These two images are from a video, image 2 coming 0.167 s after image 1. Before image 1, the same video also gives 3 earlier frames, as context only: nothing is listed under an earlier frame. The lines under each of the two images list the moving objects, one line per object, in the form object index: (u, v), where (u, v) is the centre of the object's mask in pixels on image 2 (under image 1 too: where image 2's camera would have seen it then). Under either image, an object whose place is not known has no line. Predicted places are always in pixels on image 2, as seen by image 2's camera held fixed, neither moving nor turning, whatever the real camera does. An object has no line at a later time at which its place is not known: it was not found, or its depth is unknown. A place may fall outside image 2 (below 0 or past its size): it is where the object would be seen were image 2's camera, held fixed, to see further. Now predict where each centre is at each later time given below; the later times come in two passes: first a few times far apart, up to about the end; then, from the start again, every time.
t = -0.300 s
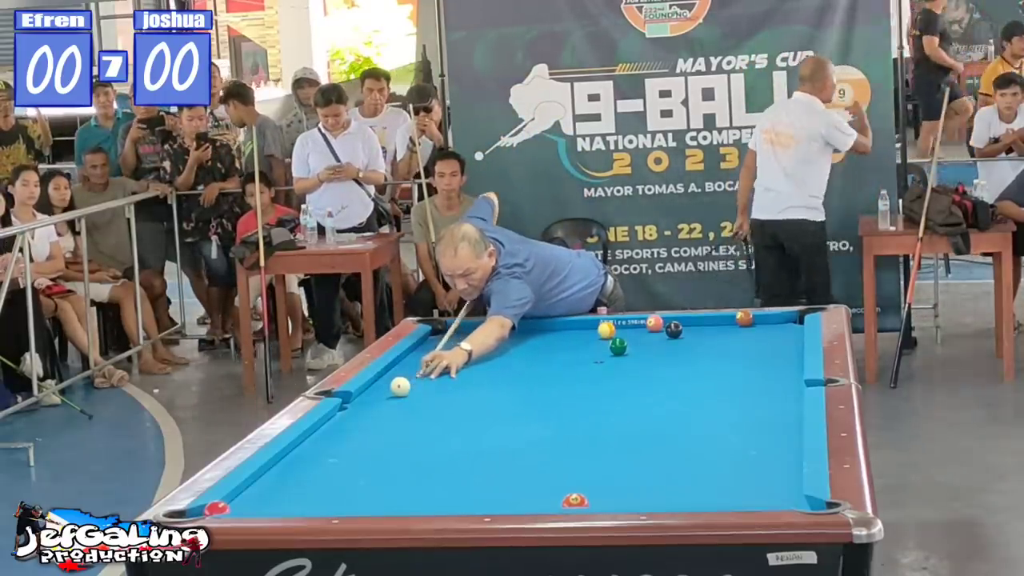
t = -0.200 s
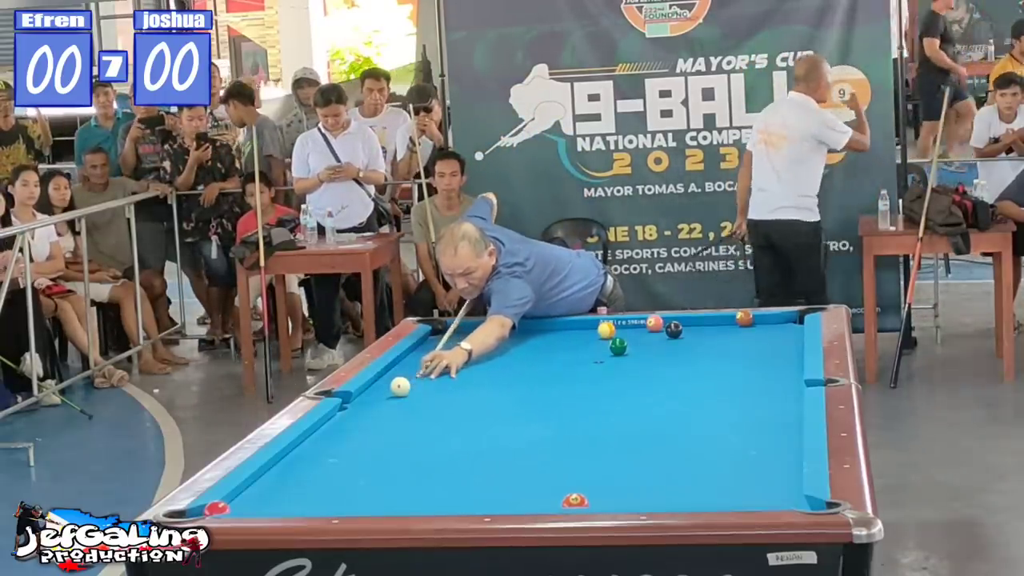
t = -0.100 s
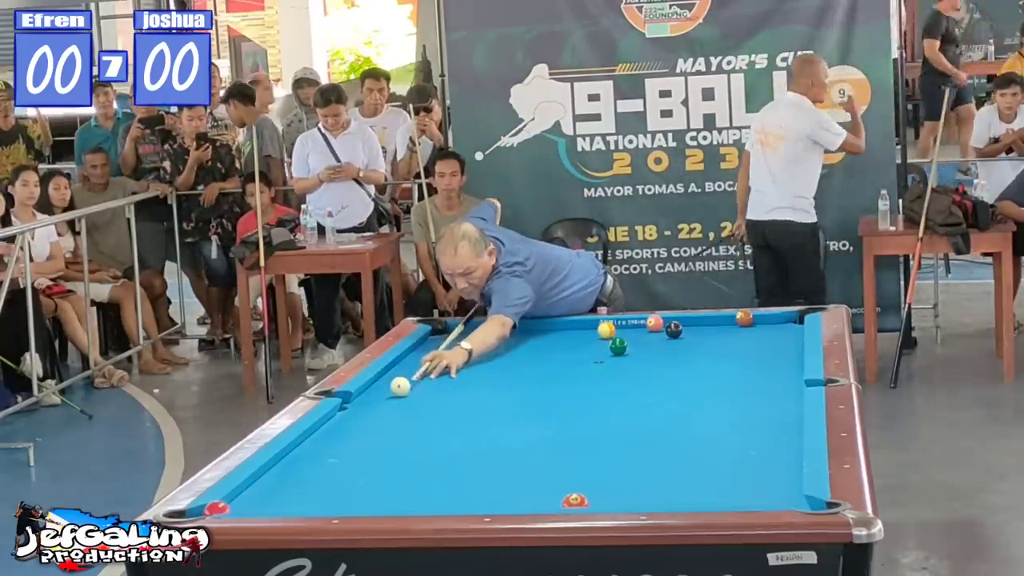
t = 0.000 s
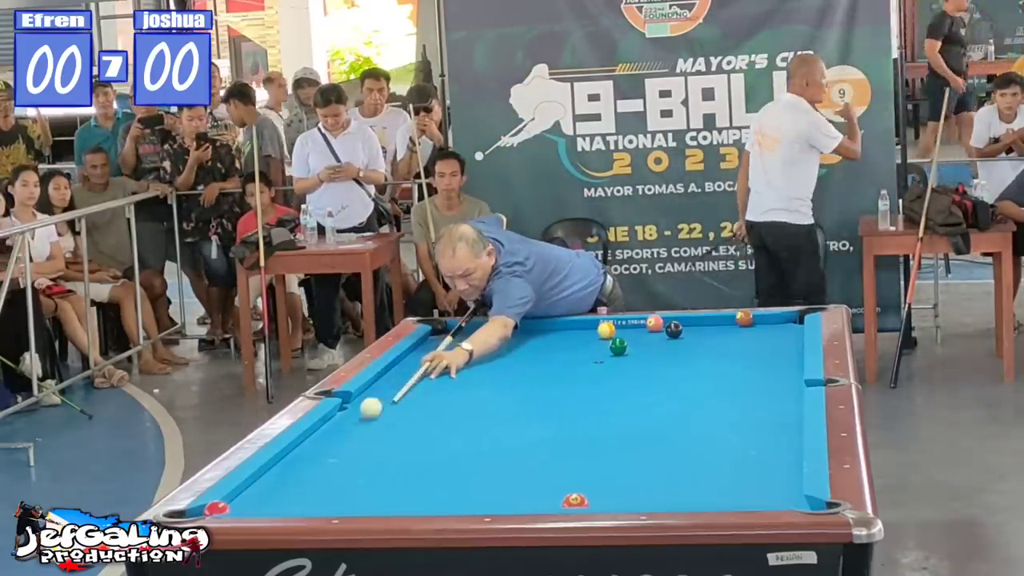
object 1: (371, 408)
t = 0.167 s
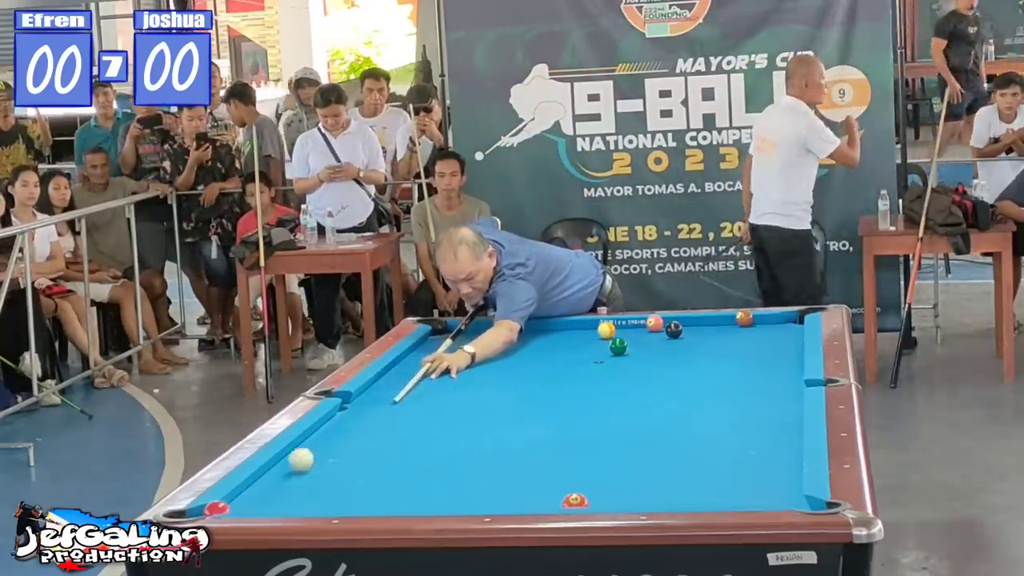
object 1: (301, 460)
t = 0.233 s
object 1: (270, 484)
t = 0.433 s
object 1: (320, 503)
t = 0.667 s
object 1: (458, 492)
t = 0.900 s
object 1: (586, 479)
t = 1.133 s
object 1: (708, 466)
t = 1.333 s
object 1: (782, 455)
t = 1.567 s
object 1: (719, 442)
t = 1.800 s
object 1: (669, 430)
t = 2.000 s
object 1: (630, 421)
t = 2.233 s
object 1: (587, 410)
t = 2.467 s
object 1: (549, 401)
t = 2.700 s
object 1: (514, 393)
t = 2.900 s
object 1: (486, 386)
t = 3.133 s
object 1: (455, 378)
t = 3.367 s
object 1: (427, 371)
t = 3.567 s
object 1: (405, 366)
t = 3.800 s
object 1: (415, 360)
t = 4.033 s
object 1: (434, 357)
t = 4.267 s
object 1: (452, 352)
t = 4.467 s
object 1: (466, 350)
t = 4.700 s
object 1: (482, 346)
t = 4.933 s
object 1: (496, 343)
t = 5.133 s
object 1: (507, 340)
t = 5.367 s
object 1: (519, 337)
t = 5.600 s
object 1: (530, 335)
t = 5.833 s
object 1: (540, 333)
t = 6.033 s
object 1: (548, 331)
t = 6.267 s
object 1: (556, 329)
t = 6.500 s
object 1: (563, 327)
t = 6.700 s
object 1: (568, 326)
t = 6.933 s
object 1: (573, 325)
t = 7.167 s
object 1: (578, 323)
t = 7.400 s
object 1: (580, 323)
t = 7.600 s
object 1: (580, 323)
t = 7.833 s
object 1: (580, 324)
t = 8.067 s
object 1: (580, 324)
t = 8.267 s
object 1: (580, 324)
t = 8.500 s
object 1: (580, 324)
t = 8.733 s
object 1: (580, 324)
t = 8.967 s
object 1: (580, 324)
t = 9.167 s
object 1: (580, 324)
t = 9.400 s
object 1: (580, 324)
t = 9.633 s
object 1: (580, 324)
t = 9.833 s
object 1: (580, 324)
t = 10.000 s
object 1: (580, 324)
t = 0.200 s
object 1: (286, 472)
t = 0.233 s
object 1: (270, 484)
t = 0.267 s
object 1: (254, 496)
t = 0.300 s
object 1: (240, 504)
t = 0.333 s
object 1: (254, 506)
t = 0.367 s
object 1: (275, 506)
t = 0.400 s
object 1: (298, 504)
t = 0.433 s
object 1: (320, 503)
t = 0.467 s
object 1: (342, 501)
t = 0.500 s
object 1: (363, 500)
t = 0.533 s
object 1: (382, 498)
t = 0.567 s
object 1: (401, 496)
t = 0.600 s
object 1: (420, 495)
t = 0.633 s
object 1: (439, 494)
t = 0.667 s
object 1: (458, 492)
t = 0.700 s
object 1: (476, 490)
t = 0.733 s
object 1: (495, 488)
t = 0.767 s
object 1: (513, 486)
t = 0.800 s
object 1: (532, 484)
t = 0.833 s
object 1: (550, 482)
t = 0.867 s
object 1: (568, 480)
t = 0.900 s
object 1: (586, 479)
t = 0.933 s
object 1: (603, 477)
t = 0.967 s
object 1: (621, 475)
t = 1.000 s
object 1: (639, 473)
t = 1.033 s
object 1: (656, 471)
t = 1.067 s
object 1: (673, 469)
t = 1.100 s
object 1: (691, 467)
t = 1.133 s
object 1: (708, 466)
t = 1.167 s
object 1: (725, 464)
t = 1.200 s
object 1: (741, 462)
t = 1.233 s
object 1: (758, 461)
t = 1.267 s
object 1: (775, 459)
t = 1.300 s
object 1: (791, 457)
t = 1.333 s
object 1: (782, 455)
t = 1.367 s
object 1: (771, 453)
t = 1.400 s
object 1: (760, 451)
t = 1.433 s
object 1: (750, 449)
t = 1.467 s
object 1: (742, 447)
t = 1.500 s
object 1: (734, 446)
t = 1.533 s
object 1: (726, 444)
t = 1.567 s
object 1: (719, 442)
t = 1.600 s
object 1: (711, 440)
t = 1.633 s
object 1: (704, 438)
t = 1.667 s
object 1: (697, 437)
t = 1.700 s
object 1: (690, 435)
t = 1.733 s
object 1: (683, 433)
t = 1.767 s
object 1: (676, 432)
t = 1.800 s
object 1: (669, 430)
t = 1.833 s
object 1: (662, 429)
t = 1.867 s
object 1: (656, 427)
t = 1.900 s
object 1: (649, 425)
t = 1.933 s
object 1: (643, 424)
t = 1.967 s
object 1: (636, 422)
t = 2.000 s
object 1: (630, 421)
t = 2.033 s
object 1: (624, 419)
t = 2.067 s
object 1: (618, 417)
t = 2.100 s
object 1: (611, 416)
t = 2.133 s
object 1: (606, 415)
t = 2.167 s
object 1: (599, 413)
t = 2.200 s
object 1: (593, 412)
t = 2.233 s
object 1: (587, 410)
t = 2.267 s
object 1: (582, 409)
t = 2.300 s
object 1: (576, 407)
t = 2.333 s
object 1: (571, 406)
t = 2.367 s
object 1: (565, 405)
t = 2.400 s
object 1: (560, 404)
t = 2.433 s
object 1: (554, 402)
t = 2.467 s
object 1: (549, 401)
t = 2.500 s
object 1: (544, 400)
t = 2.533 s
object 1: (539, 399)
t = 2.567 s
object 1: (534, 397)
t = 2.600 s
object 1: (529, 396)
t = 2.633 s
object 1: (524, 395)
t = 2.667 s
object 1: (519, 393)
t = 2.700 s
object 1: (514, 393)
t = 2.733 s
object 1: (509, 391)
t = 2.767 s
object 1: (504, 390)
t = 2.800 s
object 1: (500, 389)
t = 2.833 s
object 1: (495, 388)
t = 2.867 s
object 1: (490, 387)
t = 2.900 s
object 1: (486, 386)
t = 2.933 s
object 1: (481, 385)
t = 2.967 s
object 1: (477, 383)
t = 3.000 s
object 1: (472, 382)
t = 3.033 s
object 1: (468, 381)
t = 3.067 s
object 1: (464, 380)
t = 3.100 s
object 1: (460, 379)
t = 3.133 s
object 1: (455, 378)
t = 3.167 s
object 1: (451, 377)
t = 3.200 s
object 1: (447, 376)
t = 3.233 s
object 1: (443, 375)
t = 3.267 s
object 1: (439, 374)
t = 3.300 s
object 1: (435, 373)
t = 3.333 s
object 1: (431, 372)
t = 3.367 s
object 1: (427, 371)
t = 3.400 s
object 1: (424, 370)
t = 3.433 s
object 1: (420, 369)
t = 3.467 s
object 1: (416, 368)
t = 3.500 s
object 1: (413, 368)
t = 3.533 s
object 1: (409, 367)
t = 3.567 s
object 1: (405, 366)
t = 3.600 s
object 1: (401, 365)
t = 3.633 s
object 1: (399, 364)
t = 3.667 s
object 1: (402, 363)
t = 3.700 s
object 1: (406, 362)
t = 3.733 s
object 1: (409, 362)
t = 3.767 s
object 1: (412, 361)
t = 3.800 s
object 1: (415, 360)
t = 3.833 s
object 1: (417, 360)
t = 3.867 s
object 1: (420, 359)
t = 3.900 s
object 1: (423, 359)
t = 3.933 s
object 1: (426, 358)
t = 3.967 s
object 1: (428, 358)
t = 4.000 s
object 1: (431, 357)
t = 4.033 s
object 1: (434, 357)
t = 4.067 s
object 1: (437, 356)
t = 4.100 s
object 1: (439, 355)
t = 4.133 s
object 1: (441, 355)
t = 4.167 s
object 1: (444, 354)
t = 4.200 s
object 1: (447, 353)
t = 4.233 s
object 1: (449, 353)
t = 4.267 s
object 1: (452, 352)
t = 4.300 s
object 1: (454, 352)
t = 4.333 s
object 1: (456, 352)
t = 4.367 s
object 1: (459, 351)
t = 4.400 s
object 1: (461, 350)
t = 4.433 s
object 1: (463, 350)
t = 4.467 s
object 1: (466, 350)
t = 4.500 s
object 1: (468, 349)
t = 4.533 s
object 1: (470, 348)
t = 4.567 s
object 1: (473, 348)
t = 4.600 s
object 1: (475, 347)
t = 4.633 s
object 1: (477, 347)
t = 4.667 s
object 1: (479, 346)
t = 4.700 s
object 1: (482, 346)
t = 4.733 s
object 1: (484, 345)
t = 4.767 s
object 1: (486, 345)
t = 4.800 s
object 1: (488, 344)
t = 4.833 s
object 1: (490, 344)
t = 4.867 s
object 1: (492, 343)
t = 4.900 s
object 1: (494, 343)
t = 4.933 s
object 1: (496, 343)
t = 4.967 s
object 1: (497, 342)
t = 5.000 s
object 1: (499, 342)
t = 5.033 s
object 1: (502, 341)
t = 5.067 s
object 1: (503, 341)
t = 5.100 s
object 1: (505, 340)
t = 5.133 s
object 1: (507, 340)
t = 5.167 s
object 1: (509, 340)
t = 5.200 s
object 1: (511, 339)
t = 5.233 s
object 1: (512, 339)
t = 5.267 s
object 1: (514, 339)
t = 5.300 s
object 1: (516, 338)
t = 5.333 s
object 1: (517, 338)
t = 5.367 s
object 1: (519, 337)
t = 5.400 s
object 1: (521, 337)
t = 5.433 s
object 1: (522, 337)
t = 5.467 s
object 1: (524, 336)
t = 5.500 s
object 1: (525, 336)
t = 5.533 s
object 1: (527, 336)
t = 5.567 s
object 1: (528, 335)
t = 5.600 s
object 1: (530, 335)
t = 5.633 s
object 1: (531, 335)
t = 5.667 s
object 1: (533, 334)
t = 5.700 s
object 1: (534, 334)
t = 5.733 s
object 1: (536, 334)
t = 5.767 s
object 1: (537, 333)
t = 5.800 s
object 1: (538, 333)
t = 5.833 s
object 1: (540, 333)
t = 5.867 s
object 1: (541, 332)
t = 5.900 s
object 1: (542, 332)
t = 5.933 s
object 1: (544, 331)
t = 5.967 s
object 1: (545, 331)
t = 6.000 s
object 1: (546, 331)
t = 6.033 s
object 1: (548, 331)
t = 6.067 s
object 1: (549, 331)
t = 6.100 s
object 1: (550, 330)
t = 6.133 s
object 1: (551, 330)
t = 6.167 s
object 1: (552, 330)
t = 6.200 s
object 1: (553, 329)
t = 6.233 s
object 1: (554, 329)
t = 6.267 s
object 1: (556, 329)
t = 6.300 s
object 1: (557, 328)
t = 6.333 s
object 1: (558, 328)
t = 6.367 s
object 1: (559, 328)
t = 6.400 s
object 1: (560, 328)
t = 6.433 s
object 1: (561, 328)
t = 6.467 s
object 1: (562, 327)
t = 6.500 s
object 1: (563, 327)
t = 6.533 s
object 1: (563, 327)
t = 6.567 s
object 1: (564, 327)
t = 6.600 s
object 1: (565, 326)
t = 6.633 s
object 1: (566, 326)
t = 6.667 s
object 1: (567, 326)
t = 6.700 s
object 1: (568, 326)
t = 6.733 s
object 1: (569, 326)
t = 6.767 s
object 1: (570, 326)
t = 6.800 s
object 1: (570, 325)
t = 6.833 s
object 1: (571, 325)
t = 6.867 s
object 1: (572, 325)
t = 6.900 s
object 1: (573, 324)
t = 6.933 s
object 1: (573, 325)
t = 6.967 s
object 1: (574, 324)
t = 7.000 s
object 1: (575, 324)
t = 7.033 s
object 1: (576, 324)
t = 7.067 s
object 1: (576, 324)
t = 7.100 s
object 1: (577, 323)
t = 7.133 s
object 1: (578, 323)
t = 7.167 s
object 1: (578, 323)
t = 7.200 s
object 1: (579, 323)
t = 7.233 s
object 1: (579, 323)
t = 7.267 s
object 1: (579, 323)
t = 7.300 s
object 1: (579, 323)
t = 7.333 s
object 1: (580, 323)
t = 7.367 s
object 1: (579, 323)
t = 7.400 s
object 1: (580, 323)
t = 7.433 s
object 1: (580, 323)
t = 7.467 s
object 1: (580, 323)
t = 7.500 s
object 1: (580, 323)
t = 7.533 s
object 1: (580, 323)
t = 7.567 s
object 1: (580, 324)
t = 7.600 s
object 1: (580, 323)
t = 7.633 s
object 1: (581, 324)
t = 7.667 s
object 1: (581, 324)
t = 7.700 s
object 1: (580, 324)
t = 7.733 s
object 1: (580, 324)
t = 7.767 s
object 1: (581, 324)
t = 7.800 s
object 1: (581, 324)
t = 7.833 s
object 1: (580, 324)
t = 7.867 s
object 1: (581, 324)
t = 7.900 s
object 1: (580, 324)
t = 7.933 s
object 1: (580, 324)
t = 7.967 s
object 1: (580, 324)
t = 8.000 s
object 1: (580, 324)
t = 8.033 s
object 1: (580, 324)
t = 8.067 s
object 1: (580, 324)
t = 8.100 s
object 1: (580, 324)
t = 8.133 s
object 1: (580, 324)
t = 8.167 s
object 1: (580, 324)
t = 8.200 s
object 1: (580, 324)
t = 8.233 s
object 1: (580, 324)
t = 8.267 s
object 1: (580, 324)
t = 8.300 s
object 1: (580, 324)
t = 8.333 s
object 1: (580, 324)
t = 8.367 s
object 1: (580, 324)
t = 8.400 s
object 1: (580, 324)
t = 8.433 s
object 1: (580, 324)
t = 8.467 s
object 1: (580, 324)
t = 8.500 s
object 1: (580, 324)
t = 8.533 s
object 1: (580, 324)
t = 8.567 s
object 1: (580, 324)
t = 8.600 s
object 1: (580, 324)
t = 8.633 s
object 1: (580, 324)
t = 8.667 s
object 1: (580, 324)
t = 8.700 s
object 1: (580, 324)
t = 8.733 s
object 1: (580, 324)
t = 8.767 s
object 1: (580, 324)
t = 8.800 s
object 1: (580, 324)
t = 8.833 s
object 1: (580, 324)
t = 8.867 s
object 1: (580, 324)
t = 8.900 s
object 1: (580, 324)
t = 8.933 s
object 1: (580, 324)
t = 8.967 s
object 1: (580, 324)
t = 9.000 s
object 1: (580, 324)
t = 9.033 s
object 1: (580, 324)
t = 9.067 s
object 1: (580, 324)
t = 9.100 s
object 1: (580, 324)
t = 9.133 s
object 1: (580, 324)
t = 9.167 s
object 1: (580, 324)
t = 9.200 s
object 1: (580, 324)
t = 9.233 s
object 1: (580, 324)
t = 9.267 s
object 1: (580, 324)
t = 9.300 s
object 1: (580, 324)
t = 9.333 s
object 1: (580, 324)
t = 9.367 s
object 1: (580, 324)
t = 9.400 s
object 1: (580, 324)
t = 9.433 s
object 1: (580, 324)
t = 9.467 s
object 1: (580, 324)
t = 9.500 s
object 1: (580, 324)
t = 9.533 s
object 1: (580, 324)
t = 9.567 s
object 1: (580, 324)
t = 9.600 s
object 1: (580, 324)
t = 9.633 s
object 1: (580, 324)
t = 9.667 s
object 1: (580, 324)
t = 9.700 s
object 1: (580, 324)
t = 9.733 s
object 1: (580, 324)
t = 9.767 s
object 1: (580, 324)
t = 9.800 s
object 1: (580, 324)
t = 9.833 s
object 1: (580, 324)
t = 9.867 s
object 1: (580, 324)
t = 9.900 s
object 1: (580, 324)
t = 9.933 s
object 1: (580, 324)
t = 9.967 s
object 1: (580, 324)
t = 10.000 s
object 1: (580, 324)
